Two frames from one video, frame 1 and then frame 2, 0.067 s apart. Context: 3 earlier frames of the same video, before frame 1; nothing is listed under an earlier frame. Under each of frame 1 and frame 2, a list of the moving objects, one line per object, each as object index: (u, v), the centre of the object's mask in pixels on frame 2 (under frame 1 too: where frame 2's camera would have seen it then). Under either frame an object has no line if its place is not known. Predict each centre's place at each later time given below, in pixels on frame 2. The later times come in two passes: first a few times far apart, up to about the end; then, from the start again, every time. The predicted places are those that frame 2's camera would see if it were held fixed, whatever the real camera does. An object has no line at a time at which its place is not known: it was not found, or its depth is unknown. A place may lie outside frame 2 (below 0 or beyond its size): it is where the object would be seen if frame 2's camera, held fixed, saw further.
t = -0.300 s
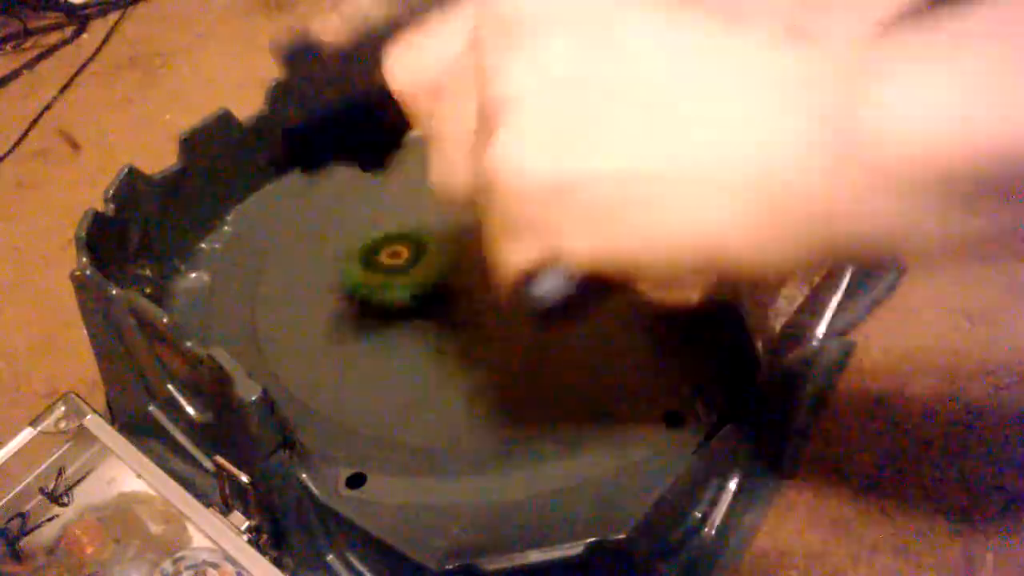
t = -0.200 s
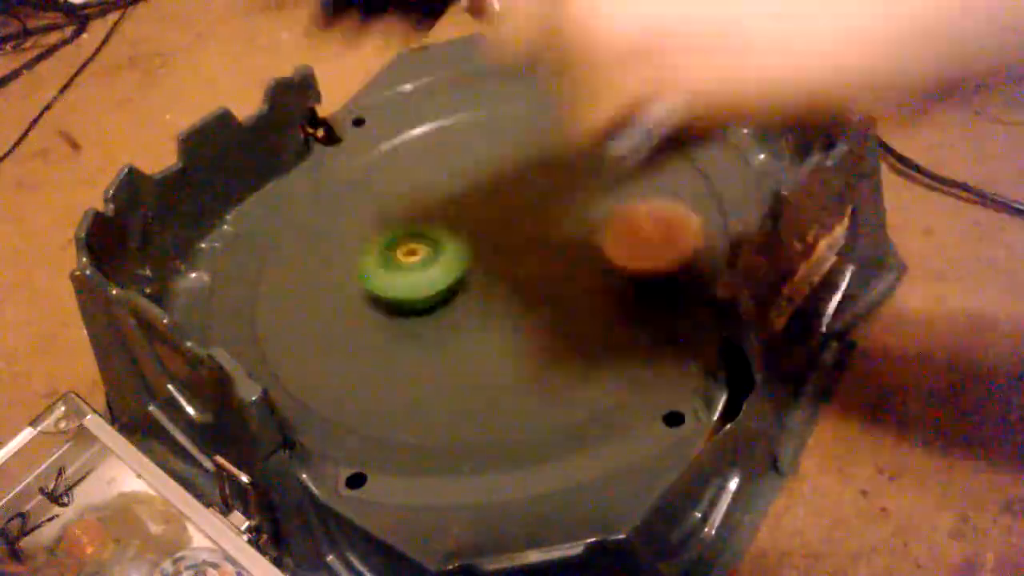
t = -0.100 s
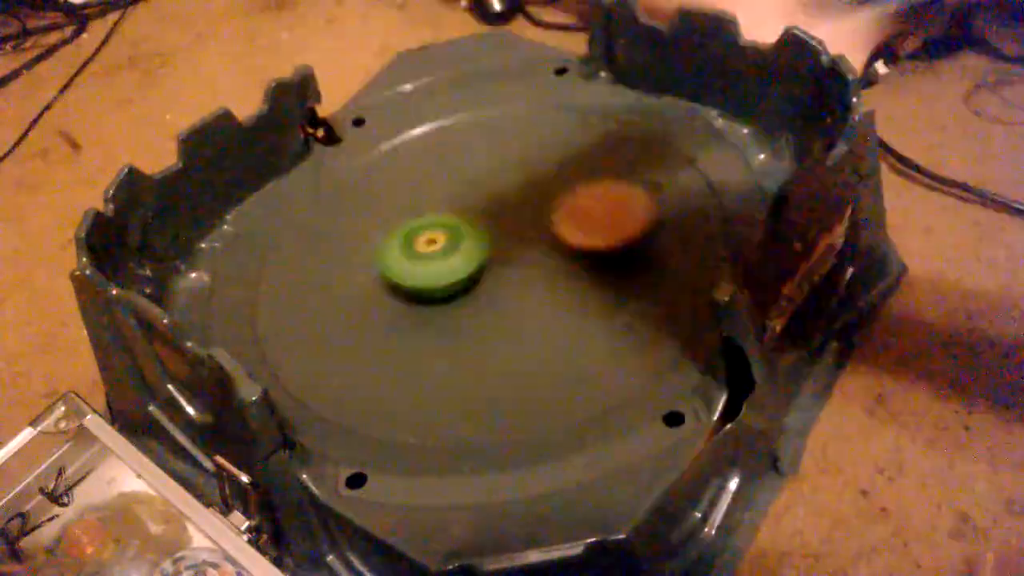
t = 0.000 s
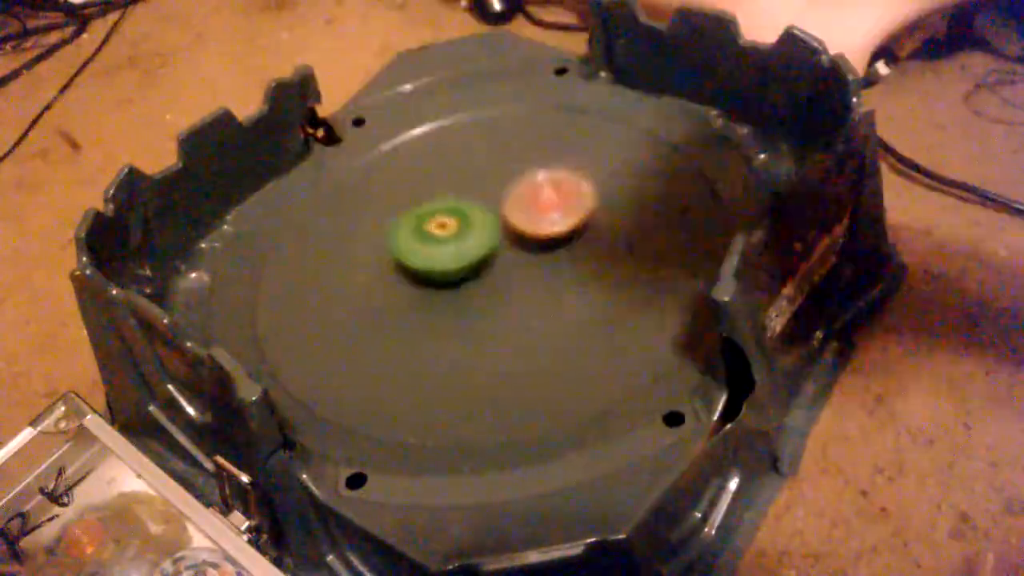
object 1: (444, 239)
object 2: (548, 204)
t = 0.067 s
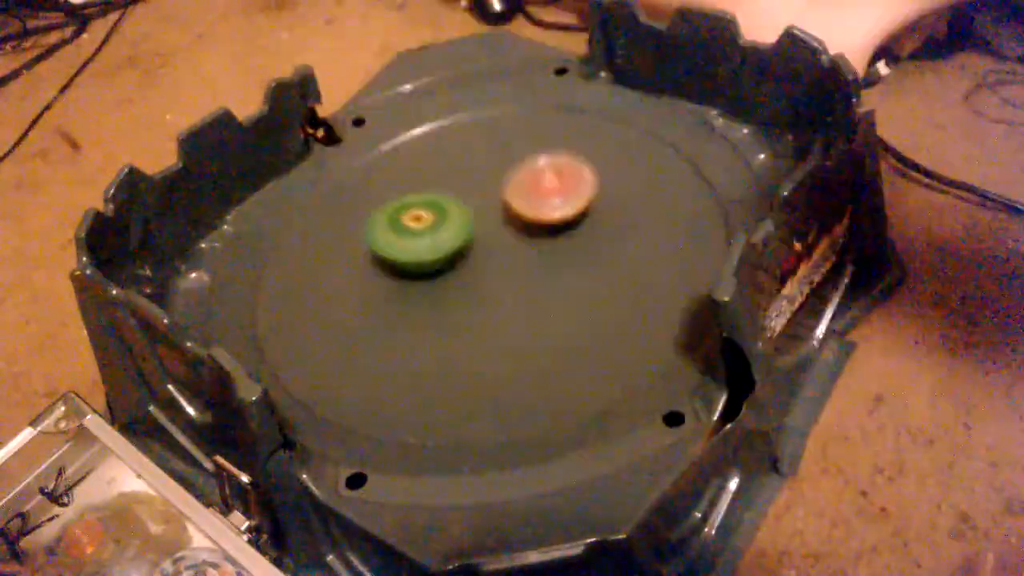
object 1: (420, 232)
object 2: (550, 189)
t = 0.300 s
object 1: (371, 216)
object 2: (483, 185)
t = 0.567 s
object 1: (293, 223)
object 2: (509, 193)
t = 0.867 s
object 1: (329, 244)
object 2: (516, 199)
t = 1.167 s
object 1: (386, 213)
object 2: (591, 209)
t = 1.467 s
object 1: (392, 186)
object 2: (614, 202)
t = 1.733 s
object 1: (415, 175)
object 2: (553, 227)
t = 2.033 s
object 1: (452, 184)
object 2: (480, 255)
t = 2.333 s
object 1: (479, 141)
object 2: (420, 342)
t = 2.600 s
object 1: (468, 152)
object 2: (414, 328)
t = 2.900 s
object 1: (491, 206)
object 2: (389, 271)
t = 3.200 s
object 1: (569, 216)
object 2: (325, 252)
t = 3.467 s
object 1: (579, 240)
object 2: (370, 219)
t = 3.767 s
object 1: (543, 265)
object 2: (434, 183)
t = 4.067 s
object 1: (486, 277)
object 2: (485, 173)
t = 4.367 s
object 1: (443, 260)
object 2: (525, 196)
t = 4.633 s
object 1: (392, 240)
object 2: (553, 220)
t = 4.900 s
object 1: (369, 209)
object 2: (523, 253)
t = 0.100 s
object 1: (411, 229)
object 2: (546, 184)
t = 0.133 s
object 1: (403, 226)
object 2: (539, 182)
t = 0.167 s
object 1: (395, 224)
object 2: (530, 180)
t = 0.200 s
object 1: (389, 221)
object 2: (519, 181)
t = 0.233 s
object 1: (382, 219)
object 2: (507, 181)
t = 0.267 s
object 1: (377, 218)
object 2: (495, 183)
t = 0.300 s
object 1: (371, 216)
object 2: (483, 185)
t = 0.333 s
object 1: (365, 216)
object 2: (471, 187)
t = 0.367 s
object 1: (359, 215)
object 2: (461, 190)
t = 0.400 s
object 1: (351, 215)
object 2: (458, 192)
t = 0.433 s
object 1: (330, 216)
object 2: (473, 192)
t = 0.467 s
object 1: (315, 217)
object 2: (486, 192)
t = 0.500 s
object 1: (306, 218)
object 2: (495, 192)
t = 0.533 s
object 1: (299, 220)
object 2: (502, 193)
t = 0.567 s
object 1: (293, 223)
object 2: (509, 193)
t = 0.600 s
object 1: (291, 226)
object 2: (512, 194)
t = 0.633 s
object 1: (289, 229)
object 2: (514, 194)
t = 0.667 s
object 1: (291, 233)
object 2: (517, 195)
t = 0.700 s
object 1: (292, 236)
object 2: (517, 195)
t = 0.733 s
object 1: (295, 238)
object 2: (517, 195)
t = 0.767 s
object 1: (301, 240)
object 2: (517, 196)
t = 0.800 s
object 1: (309, 241)
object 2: (517, 197)
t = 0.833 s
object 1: (319, 243)
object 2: (517, 198)
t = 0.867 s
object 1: (329, 244)
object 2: (516, 199)
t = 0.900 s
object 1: (343, 243)
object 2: (515, 199)
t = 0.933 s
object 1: (357, 242)
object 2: (513, 203)
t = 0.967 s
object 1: (371, 239)
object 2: (512, 204)
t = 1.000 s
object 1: (384, 235)
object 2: (511, 206)
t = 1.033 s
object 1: (398, 231)
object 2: (509, 208)
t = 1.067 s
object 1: (399, 227)
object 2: (523, 210)
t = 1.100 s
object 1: (392, 222)
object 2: (552, 209)
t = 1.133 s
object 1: (387, 217)
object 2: (573, 208)
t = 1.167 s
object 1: (386, 213)
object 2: (591, 209)
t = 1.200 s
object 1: (386, 208)
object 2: (604, 207)
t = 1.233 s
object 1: (386, 205)
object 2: (613, 206)
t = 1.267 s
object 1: (387, 202)
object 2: (619, 204)
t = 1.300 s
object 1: (387, 198)
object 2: (623, 203)
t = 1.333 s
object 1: (388, 196)
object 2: (624, 202)
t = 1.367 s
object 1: (389, 193)
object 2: (623, 202)
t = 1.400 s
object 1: (390, 191)
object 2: (621, 202)
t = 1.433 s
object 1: (391, 190)
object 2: (619, 202)
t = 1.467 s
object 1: (392, 186)
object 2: (614, 202)
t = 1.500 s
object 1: (394, 184)
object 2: (609, 204)
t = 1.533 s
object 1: (397, 182)
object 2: (602, 206)
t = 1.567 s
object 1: (400, 181)
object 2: (595, 208)
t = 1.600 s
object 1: (402, 180)
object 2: (589, 211)
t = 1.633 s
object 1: (406, 178)
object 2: (580, 215)
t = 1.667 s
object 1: (408, 177)
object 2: (572, 219)
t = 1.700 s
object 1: (412, 176)
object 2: (562, 223)
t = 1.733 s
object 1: (415, 175)
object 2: (553, 227)
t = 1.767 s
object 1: (419, 175)
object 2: (544, 231)
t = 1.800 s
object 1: (423, 176)
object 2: (535, 236)
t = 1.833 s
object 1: (426, 176)
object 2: (526, 240)
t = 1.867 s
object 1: (430, 177)
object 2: (516, 245)
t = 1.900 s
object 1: (435, 178)
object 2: (507, 248)
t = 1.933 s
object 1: (437, 179)
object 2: (498, 250)
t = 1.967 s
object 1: (442, 180)
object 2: (491, 252)
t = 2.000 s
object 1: (447, 182)
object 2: (485, 254)
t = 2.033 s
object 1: (452, 184)
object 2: (480, 255)
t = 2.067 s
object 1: (456, 185)
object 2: (476, 255)
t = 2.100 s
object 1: (461, 186)
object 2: (471, 258)
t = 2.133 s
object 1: (469, 176)
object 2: (463, 275)
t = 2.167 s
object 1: (474, 165)
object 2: (452, 294)
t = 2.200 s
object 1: (478, 157)
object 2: (444, 308)
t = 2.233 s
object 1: (480, 151)
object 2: (437, 319)
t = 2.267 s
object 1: (481, 146)
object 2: (430, 330)
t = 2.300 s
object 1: (480, 142)
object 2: (425, 337)
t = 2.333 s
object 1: (479, 141)
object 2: (420, 342)
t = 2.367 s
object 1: (478, 141)
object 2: (416, 346)
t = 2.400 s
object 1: (477, 140)
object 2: (414, 347)
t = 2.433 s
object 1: (475, 140)
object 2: (413, 347)
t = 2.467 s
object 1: (473, 140)
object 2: (413, 344)
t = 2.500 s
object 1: (472, 141)
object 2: (414, 342)
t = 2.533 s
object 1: (471, 143)
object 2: (414, 338)
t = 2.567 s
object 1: (469, 147)
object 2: (414, 334)
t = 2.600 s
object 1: (468, 152)
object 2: (414, 328)
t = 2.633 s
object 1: (466, 157)
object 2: (415, 323)
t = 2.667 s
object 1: (466, 163)
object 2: (414, 318)
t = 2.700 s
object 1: (467, 170)
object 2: (413, 311)
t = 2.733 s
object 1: (468, 178)
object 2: (412, 304)
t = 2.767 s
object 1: (469, 186)
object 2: (410, 297)
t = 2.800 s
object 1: (470, 193)
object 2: (409, 289)
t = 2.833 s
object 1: (473, 201)
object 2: (408, 280)
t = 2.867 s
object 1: (476, 207)
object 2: (407, 271)
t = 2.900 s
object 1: (491, 206)
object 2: (389, 271)
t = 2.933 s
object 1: (511, 203)
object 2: (364, 272)
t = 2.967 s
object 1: (526, 202)
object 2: (346, 272)
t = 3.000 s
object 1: (535, 203)
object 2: (333, 268)
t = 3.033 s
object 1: (544, 205)
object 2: (325, 265)
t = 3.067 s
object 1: (550, 206)
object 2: (321, 262)
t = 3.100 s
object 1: (556, 209)
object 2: (320, 260)
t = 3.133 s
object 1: (561, 211)
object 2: (320, 257)
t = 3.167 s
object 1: (566, 214)
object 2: (322, 255)
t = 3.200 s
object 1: (569, 216)
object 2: (325, 252)
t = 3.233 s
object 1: (573, 218)
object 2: (328, 249)
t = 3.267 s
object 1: (576, 222)
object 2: (333, 245)
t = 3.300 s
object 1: (578, 225)
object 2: (338, 242)
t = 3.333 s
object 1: (578, 228)
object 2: (344, 238)
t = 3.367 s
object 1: (580, 230)
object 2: (349, 233)
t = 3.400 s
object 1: (579, 234)
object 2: (356, 229)
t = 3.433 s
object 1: (580, 237)
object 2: (363, 225)
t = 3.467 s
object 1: (579, 240)
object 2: (370, 219)
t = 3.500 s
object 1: (577, 243)
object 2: (377, 215)
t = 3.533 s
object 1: (574, 246)
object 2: (385, 209)
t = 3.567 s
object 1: (572, 249)
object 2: (392, 205)
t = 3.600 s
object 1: (569, 253)
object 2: (399, 201)
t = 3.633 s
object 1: (565, 255)
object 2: (406, 197)
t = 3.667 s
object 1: (561, 258)
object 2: (413, 193)
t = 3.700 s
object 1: (555, 261)
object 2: (421, 189)
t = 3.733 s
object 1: (549, 263)
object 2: (427, 186)
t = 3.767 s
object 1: (543, 265)
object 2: (434, 183)
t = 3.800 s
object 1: (536, 268)
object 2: (439, 180)
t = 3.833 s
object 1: (530, 270)
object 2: (446, 178)
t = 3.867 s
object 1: (523, 272)
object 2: (452, 175)
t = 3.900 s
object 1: (517, 273)
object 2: (457, 173)
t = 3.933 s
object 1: (511, 274)
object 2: (462, 172)
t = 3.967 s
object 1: (504, 276)
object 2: (468, 172)
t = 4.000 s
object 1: (499, 276)
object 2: (474, 172)
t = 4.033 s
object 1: (492, 277)
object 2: (480, 172)
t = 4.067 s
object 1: (486, 277)
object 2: (485, 173)
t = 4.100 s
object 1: (480, 277)
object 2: (490, 174)
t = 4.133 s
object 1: (474, 276)
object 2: (494, 176)
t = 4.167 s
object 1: (469, 275)
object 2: (500, 178)
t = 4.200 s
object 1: (464, 273)
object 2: (504, 181)
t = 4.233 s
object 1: (459, 272)
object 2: (508, 184)
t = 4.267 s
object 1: (455, 269)
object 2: (512, 187)
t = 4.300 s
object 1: (451, 266)
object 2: (515, 190)
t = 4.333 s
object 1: (448, 262)
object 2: (519, 194)
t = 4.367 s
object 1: (443, 260)
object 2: (525, 196)
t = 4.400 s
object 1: (433, 260)
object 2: (535, 195)
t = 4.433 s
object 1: (425, 257)
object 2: (543, 196)
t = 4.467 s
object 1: (419, 255)
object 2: (548, 199)
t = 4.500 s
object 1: (413, 252)
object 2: (551, 203)
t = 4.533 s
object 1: (407, 249)
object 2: (553, 207)
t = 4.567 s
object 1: (401, 246)
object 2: (554, 211)
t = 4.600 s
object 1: (396, 243)
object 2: (553, 215)
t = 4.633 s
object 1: (392, 240)
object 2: (553, 220)
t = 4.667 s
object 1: (388, 235)
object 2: (551, 225)
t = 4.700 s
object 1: (384, 231)
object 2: (549, 229)
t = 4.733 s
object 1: (380, 228)
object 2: (546, 234)
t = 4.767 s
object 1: (377, 224)
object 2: (543, 238)
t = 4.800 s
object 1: (374, 221)
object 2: (538, 242)
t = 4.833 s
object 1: (371, 218)
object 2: (533, 247)
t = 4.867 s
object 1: (370, 213)
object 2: (528, 250)
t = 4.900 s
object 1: (369, 209)
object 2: (523, 253)
